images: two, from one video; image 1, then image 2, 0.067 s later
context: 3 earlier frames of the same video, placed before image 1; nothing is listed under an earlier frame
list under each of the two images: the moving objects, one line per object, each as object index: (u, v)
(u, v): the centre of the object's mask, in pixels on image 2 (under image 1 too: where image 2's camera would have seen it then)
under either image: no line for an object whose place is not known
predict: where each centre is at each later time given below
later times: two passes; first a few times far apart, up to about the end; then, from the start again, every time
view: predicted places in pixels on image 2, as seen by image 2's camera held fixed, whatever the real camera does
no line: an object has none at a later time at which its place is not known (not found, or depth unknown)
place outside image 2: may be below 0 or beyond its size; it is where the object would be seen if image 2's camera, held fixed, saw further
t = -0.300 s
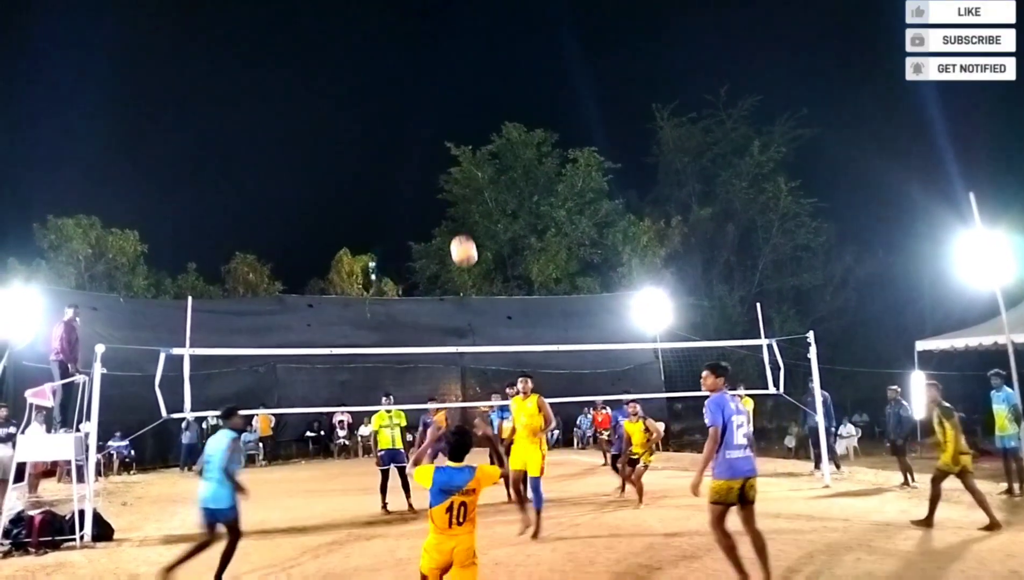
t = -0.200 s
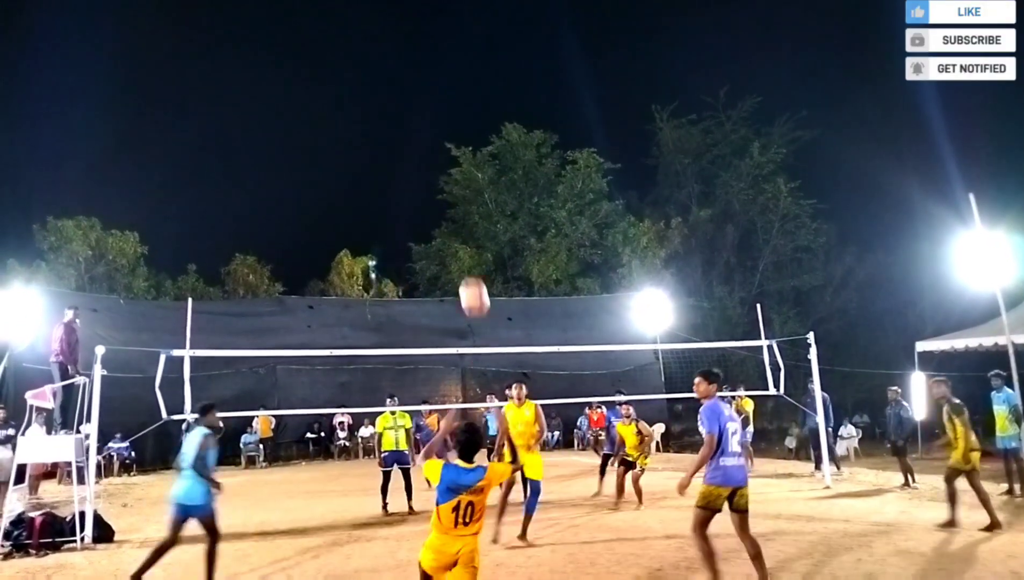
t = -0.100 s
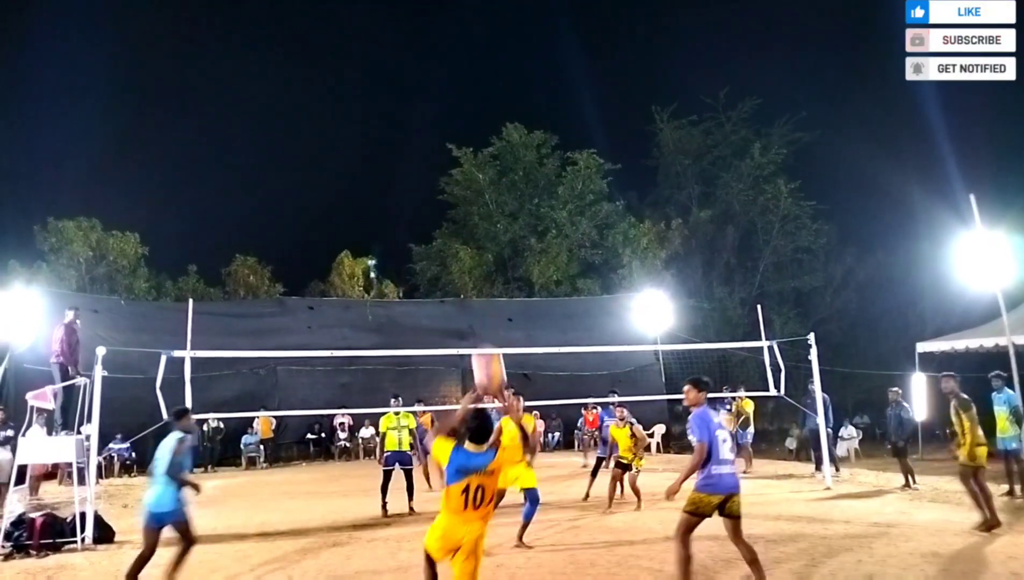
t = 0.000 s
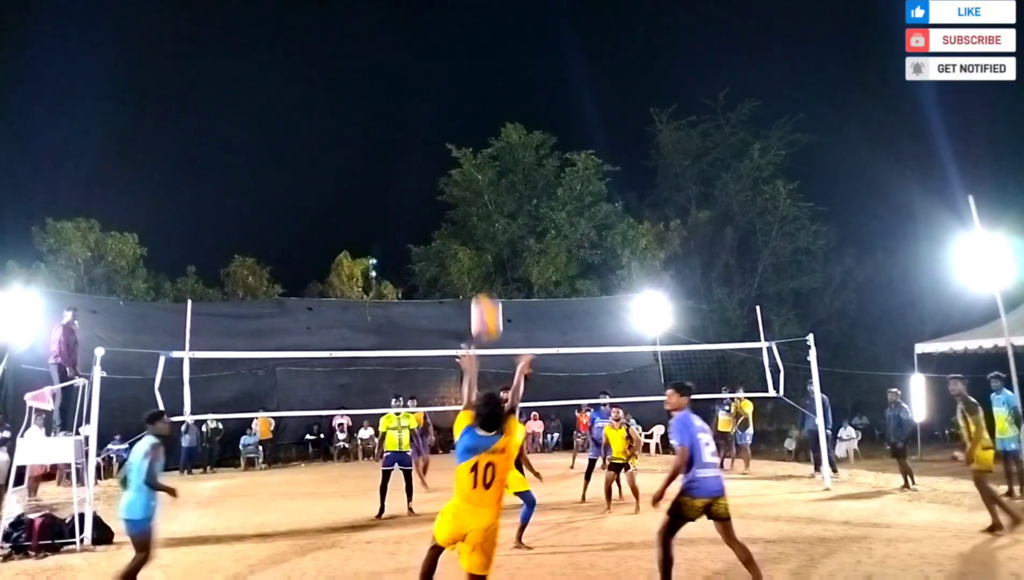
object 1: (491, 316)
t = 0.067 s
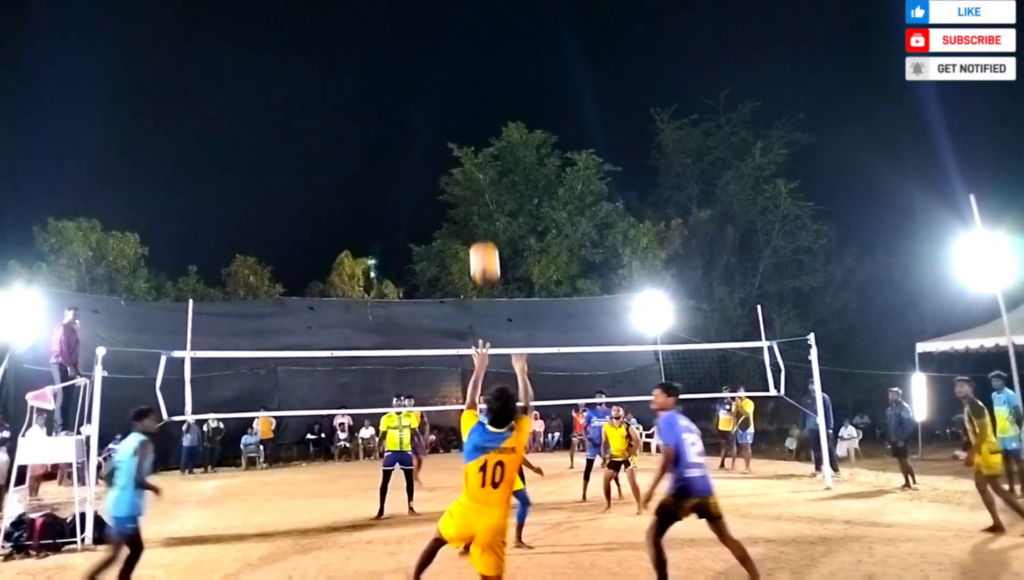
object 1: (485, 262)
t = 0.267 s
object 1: (482, 156)
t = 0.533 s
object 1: (475, 109)
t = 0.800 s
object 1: (477, 134)
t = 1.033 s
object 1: (478, 197)
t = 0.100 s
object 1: (484, 239)
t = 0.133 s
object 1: (483, 218)
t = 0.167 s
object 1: (484, 200)
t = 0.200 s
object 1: (484, 184)
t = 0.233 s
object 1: (483, 169)
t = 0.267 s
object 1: (482, 156)
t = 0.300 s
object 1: (481, 145)
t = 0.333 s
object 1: (478, 136)
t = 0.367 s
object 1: (477, 129)
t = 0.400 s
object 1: (476, 122)
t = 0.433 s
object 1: (478, 117)
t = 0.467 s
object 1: (478, 113)
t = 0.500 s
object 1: (475, 111)
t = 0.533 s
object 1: (475, 109)
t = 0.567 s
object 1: (475, 109)
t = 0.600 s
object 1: (474, 110)
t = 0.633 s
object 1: (477, 112)
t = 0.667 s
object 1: (477, 114)
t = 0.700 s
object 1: (476, 118)
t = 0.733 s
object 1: (476, 122)
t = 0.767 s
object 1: (475, 128)
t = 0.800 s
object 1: (477, 134)
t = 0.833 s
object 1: (476, 141)
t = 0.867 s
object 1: (476, 148)
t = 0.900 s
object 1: (477, 156)
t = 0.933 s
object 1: (477, 165)
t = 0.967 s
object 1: (475, 176)
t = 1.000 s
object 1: (477, 186)
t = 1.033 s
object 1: (478, 197)
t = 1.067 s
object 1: (478, 209)
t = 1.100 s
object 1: (479, 222)
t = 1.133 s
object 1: (479, 234)
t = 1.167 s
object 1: (478, 247)
